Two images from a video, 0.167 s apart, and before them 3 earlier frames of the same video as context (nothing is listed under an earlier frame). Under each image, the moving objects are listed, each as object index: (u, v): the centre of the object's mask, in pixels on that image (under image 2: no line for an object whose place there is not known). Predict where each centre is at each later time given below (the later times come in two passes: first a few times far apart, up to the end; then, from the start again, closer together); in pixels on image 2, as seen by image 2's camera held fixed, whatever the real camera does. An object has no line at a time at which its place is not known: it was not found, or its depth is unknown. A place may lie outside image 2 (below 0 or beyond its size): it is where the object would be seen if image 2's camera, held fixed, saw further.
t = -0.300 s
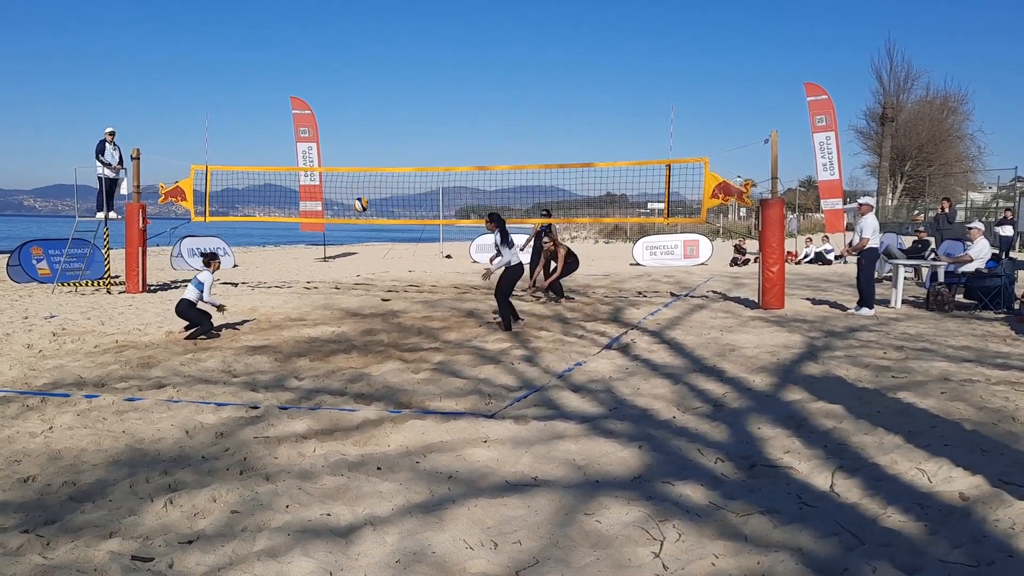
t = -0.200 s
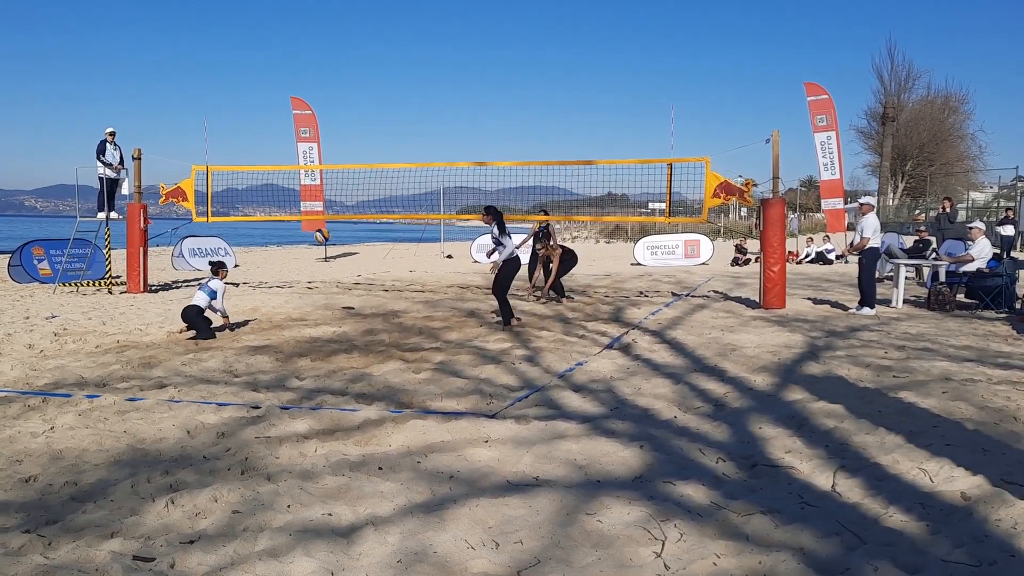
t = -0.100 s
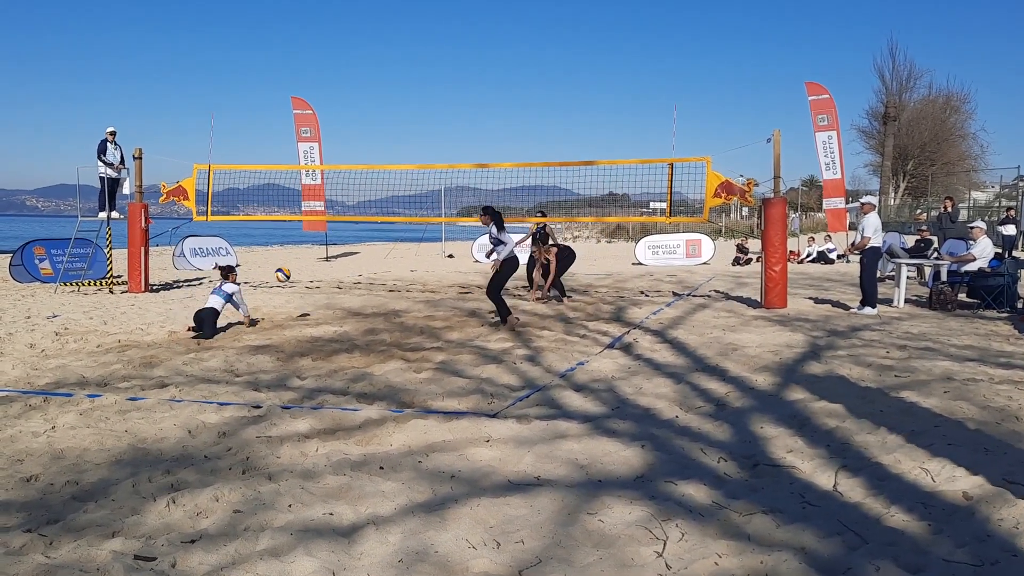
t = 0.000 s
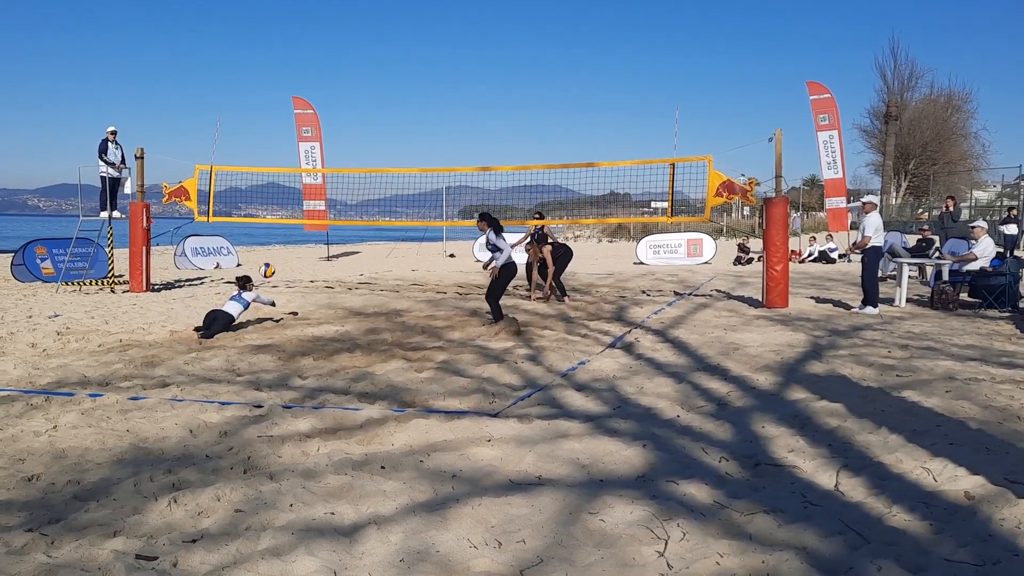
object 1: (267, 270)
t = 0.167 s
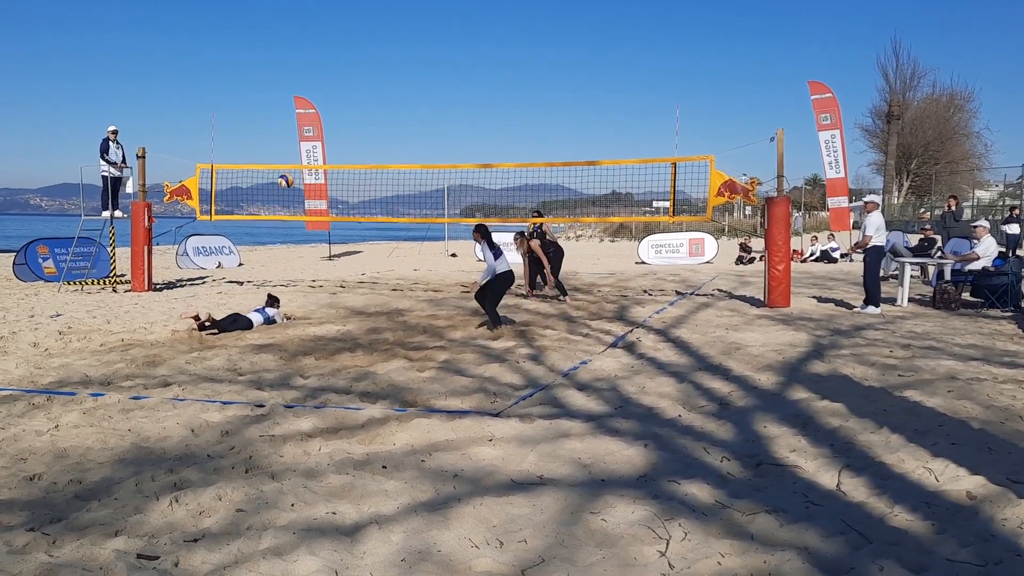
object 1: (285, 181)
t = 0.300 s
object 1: (295, 127)
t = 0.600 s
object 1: (312, 57)
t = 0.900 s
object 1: (322, 47)
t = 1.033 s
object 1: (325, 59)
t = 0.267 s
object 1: (293, 139)
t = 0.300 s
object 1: (295, 127)
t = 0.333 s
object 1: (298, 116)
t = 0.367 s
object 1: (300, 106)
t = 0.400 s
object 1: (302, 96)
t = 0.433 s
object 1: (304, 88)
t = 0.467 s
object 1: (306, 80)
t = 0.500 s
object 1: (308, 73)
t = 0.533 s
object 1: (309, 67)
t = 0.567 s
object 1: (311, 62)
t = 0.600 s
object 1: (312, 57)
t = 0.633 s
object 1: (314, 53)
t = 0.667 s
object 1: (315, 50)
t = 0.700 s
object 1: (316, 48)
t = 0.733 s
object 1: (317, 46)
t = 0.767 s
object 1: (318, 45)
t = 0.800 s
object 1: (319, 44)
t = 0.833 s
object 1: (320, 44)
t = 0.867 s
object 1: (321, 46)
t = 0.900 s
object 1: (322, 47)
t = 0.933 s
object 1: (323, 49)
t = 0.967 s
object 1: (324, 52)
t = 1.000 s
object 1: (324, 55)
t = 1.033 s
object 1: (325, 59)
